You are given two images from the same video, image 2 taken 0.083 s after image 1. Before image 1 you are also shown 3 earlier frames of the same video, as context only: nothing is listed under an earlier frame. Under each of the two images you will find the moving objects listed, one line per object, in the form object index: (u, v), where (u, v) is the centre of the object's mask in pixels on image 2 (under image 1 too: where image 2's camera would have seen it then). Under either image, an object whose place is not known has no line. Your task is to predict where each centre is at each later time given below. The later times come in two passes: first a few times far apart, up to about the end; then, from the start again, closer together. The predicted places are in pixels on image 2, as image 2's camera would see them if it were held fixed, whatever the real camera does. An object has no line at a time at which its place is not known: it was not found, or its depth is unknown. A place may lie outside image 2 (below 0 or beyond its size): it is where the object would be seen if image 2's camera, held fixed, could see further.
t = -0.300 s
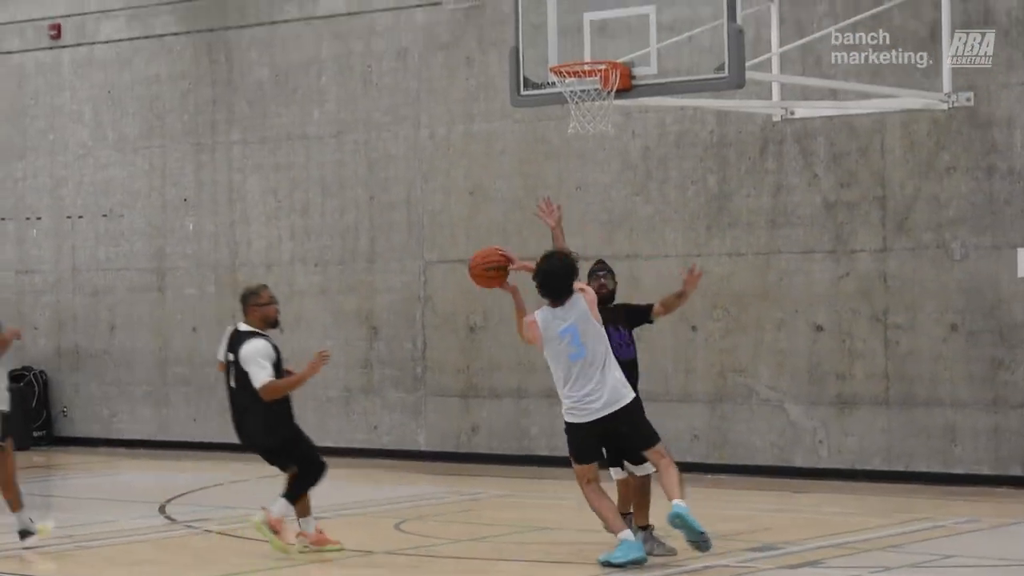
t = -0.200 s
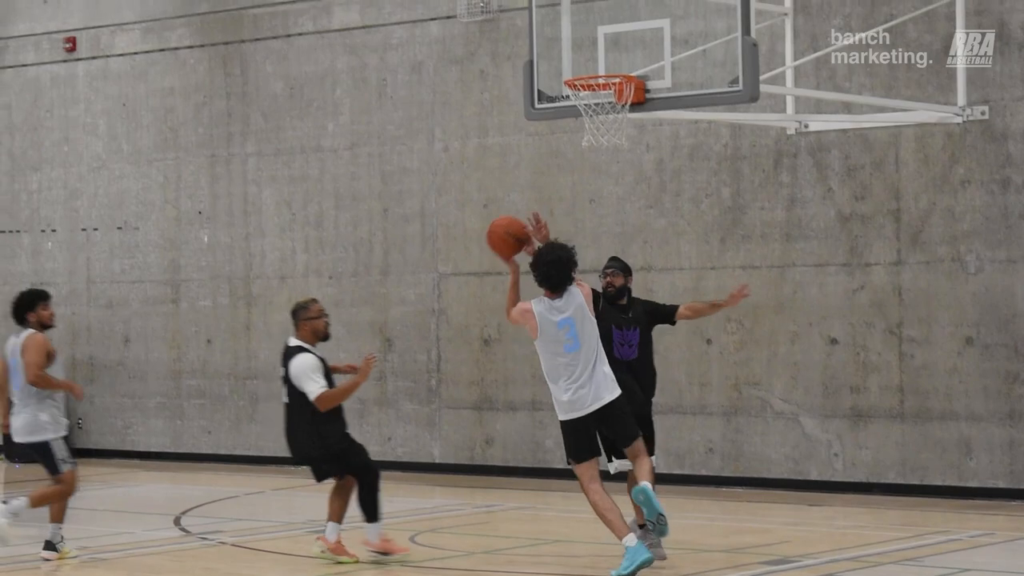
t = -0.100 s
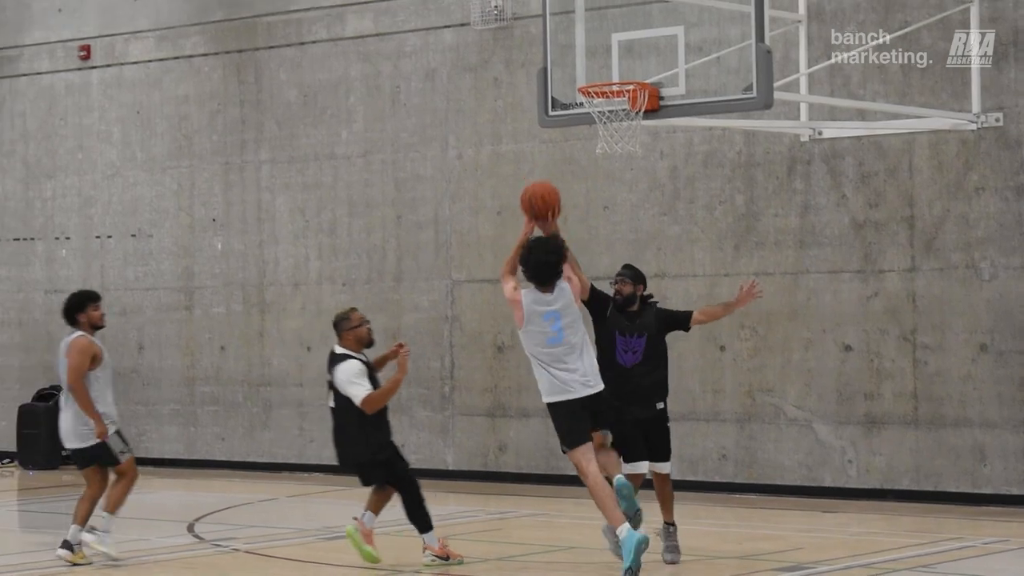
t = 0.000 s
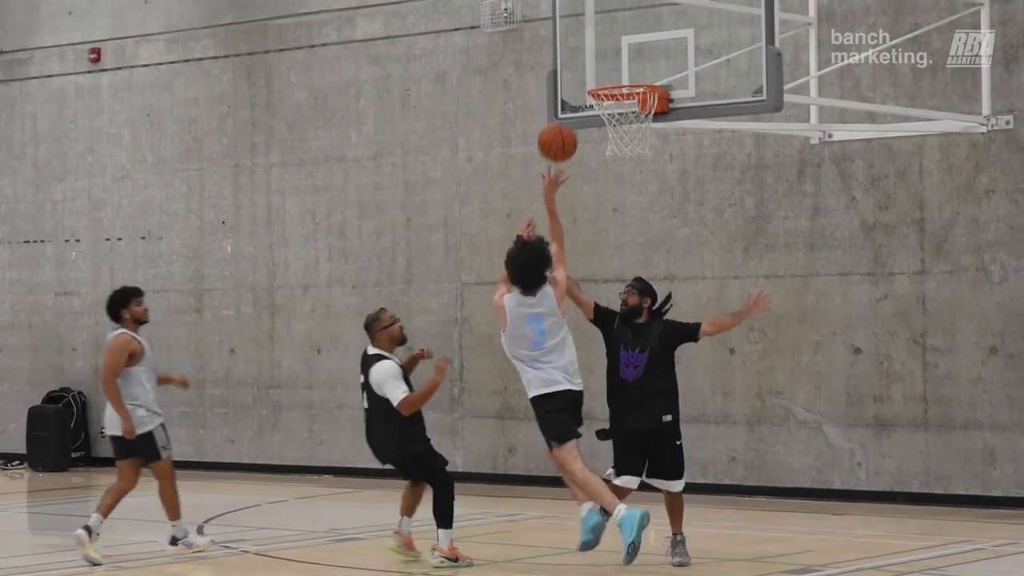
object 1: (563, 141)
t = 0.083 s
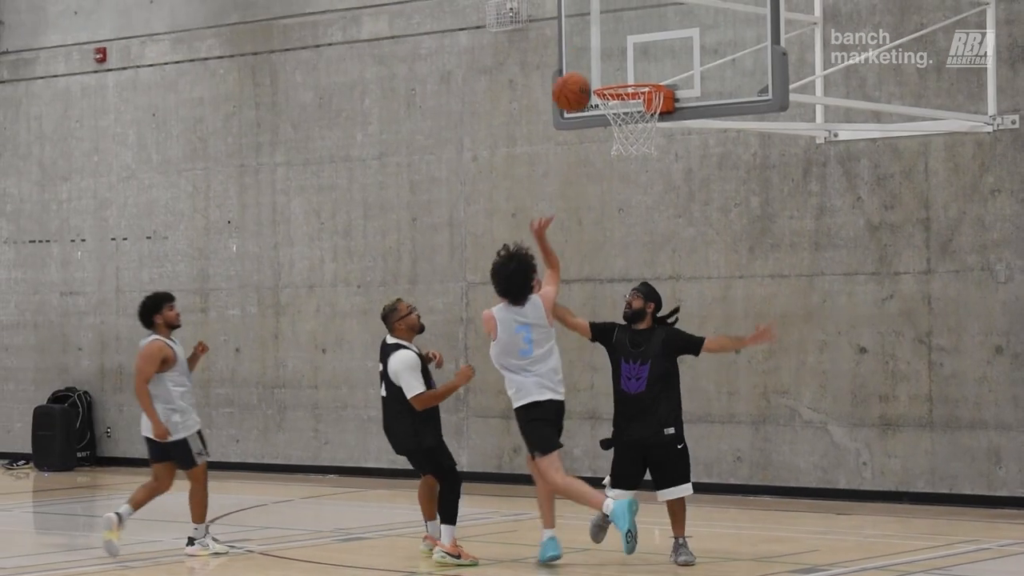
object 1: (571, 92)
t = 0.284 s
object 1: (591, 25)
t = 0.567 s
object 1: (619, 37)
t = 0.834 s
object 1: (629, 28)
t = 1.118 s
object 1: (628, 14)
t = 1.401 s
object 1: (625, 64)
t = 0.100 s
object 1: (573, 84)
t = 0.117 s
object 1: (575, 76)
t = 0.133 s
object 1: (576, 69)
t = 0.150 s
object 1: (578, 62)
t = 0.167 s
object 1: (579, 56)
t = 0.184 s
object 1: (581, 50)
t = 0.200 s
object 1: (583, 45)
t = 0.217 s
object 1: (585, 40)
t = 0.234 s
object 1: (586, 35)
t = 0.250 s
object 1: (588, 31)
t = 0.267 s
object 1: (590, 28)
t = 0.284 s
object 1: (591, 25)
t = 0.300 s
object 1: (593, 22)
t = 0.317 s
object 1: (595, 20)
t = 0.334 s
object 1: (597, 19)
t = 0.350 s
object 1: (598, 18)
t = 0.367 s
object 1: (600, 18)
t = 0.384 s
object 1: (601, 17)
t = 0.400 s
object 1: (603, 17)
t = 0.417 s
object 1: (604, 18)
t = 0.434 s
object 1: (606, 18)
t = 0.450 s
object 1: (608, 19)
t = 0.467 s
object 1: (609, 20)
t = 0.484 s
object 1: (611, 22)
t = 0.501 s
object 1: (613, 25)
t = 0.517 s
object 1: (614, 27)
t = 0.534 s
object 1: (616, 30)
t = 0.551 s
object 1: (618, 34)
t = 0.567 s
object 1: (619, 37)
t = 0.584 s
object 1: (621, 42)
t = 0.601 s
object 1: (623, 46)
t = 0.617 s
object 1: (624, 52)
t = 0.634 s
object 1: (625, 58)
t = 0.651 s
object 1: (627, 63)
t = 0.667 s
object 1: (629, 69)
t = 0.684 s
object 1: (630, 72)
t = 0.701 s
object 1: (630, 72)
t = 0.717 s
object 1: (630, 67)
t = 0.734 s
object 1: (629, 61)
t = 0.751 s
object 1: (630, 55)
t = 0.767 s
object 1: (629, 48)
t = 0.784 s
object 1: (630, 43)
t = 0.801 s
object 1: (630, 37)
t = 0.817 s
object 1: (629, 33)
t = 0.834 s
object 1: (629, 28)
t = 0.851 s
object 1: (629, 24)
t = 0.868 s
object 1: (629, 21)
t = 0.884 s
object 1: (629, 18)
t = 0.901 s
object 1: (629, 15)
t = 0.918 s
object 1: (629, 12)
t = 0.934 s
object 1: (629, 11)
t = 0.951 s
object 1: (629, 9)
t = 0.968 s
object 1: (628, 7)
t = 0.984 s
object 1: (628, 7)
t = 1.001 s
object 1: (628, 6)
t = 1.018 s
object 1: (628, 6)
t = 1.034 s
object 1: (628, 6)
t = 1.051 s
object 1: (628, 7)
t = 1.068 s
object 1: (628, 8)
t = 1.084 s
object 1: (628, 11)
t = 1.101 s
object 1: (628, 12)
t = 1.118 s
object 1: (628, 14)
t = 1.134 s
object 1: (628, 17)
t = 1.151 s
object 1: (627, 20)
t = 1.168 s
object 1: (628, 24)
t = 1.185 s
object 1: (627, 29)
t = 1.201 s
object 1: (627, 33)
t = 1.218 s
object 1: (627, 38)
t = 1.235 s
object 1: (627, 43)
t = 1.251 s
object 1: (628, 48)
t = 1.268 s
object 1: (628, 55)
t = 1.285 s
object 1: (627, 61)
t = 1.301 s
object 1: (627, 68)
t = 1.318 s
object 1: (627, 68)
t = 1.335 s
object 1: (627, 67)
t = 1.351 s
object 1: (626, 65)
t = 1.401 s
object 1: (625, 64)
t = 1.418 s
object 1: (625, 64)
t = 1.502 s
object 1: (623, 70)
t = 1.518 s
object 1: (623, 71)
